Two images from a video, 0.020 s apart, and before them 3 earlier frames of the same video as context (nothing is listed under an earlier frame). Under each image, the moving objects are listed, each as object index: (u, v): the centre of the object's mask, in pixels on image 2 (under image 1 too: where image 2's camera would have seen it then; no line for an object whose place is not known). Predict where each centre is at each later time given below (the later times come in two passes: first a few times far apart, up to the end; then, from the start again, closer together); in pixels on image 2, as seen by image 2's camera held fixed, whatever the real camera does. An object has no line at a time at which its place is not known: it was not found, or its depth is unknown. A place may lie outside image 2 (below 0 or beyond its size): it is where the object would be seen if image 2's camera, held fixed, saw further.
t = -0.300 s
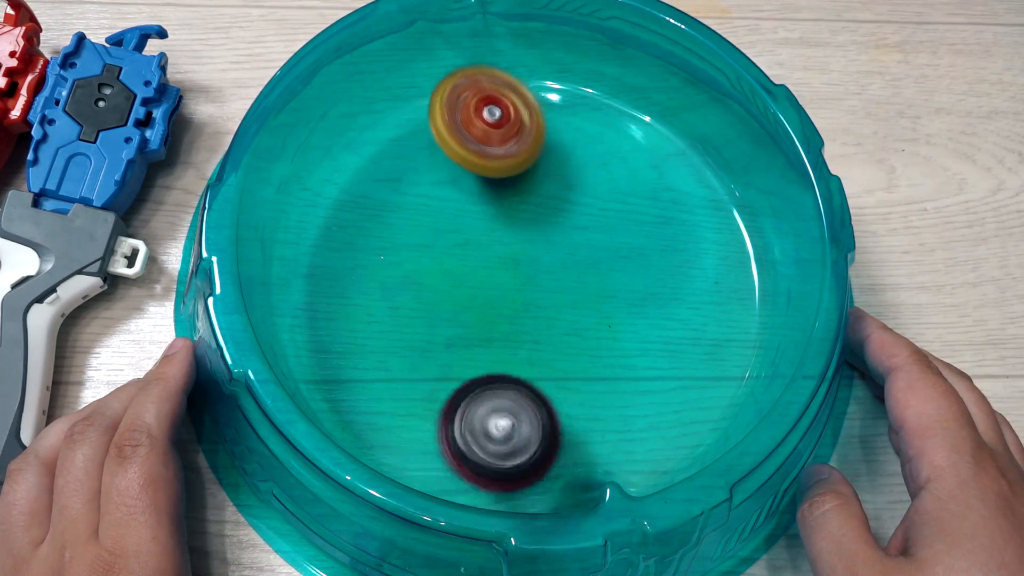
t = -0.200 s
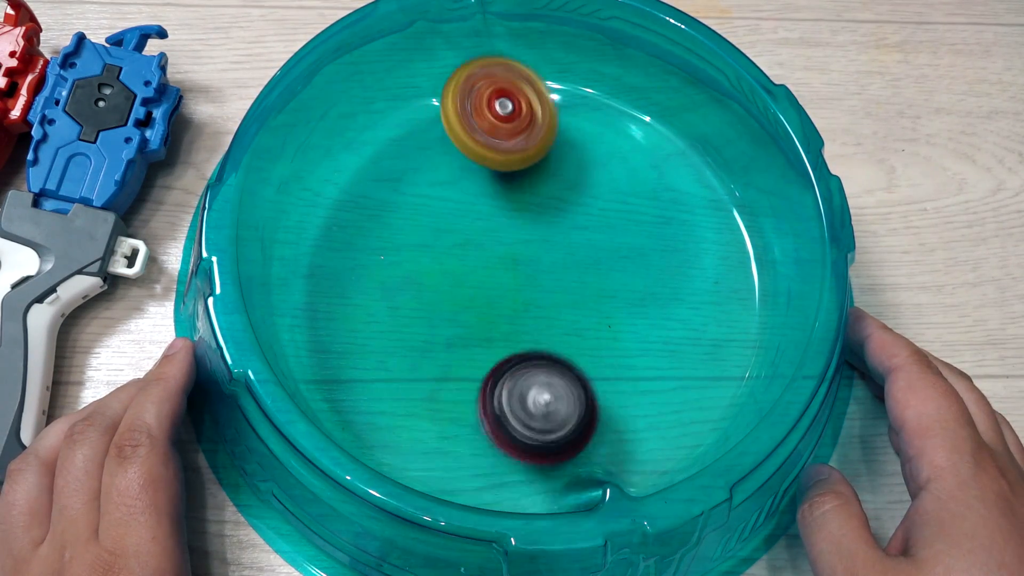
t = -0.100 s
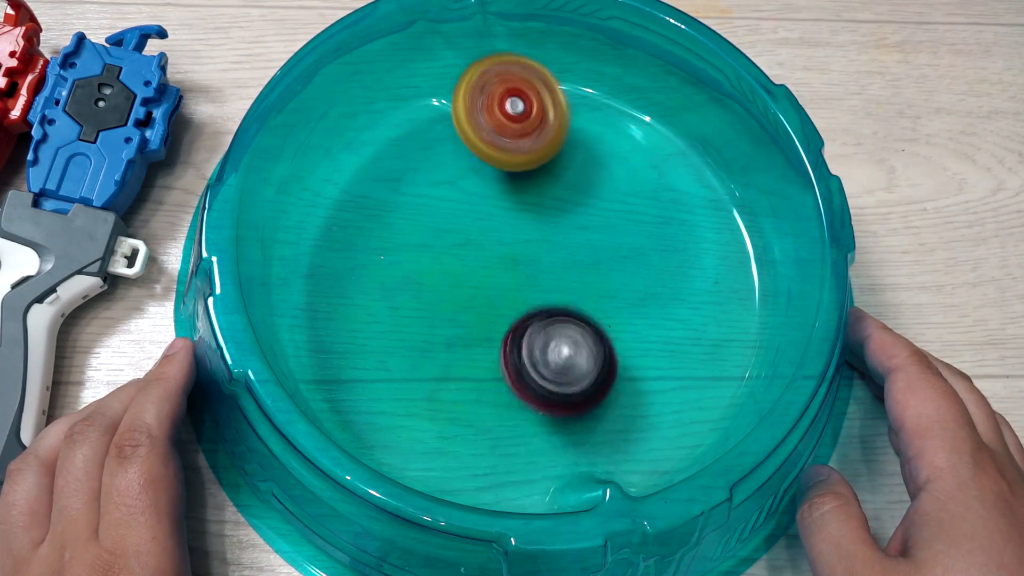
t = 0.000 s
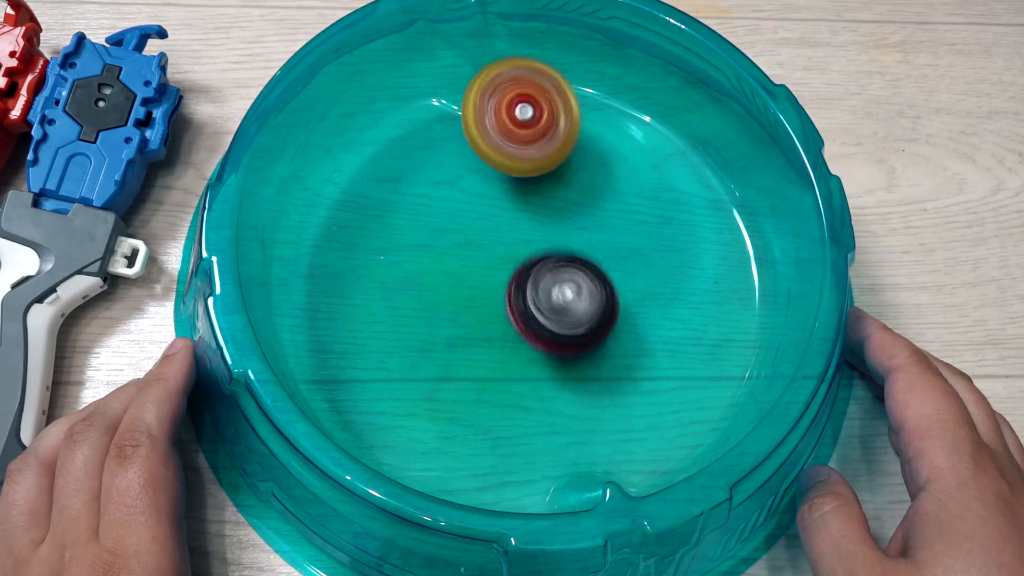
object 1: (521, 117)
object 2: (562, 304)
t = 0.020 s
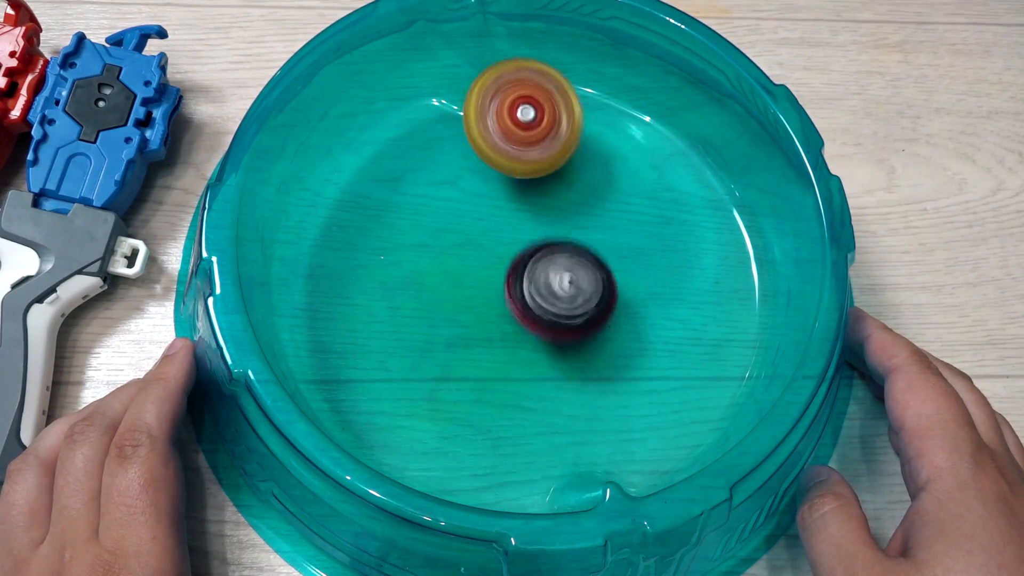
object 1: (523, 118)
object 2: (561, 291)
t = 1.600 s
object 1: (368, 174)
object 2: (719, 204)
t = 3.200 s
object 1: (541, 195)
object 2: (484, 383)
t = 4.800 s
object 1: (485, 214)
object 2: (539, 309)
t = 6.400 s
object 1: (510, 274)
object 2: (407, 260)
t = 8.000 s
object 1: (546, 245)
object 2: (459, 189)
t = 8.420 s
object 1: (524, 242)
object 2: (453, 186)
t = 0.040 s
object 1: (525, 120)
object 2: (558, 280)
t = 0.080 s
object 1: (528, 123)
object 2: (554, 257)
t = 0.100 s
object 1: (530, 125)
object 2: (551, 246)
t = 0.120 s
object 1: (532, 126)
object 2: (548, 236)
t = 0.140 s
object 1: (536, 117)
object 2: (543, 242)
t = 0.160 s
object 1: (540, 107)
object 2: (536, 250)
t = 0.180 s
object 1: (544, 97)
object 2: (530, 259)
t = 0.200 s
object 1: (547, 90)
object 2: (525, 265)
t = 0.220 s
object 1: (550, 82)
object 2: (518, 269)
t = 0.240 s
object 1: (550, 83)
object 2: (513, 274)
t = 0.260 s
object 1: (550, 88)
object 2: (507, 276)
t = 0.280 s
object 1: (550, 95)
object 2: (501, 279)
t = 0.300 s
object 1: (549, 102)
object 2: (498, 280)
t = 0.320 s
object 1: (548, 110)
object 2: (494, 279)
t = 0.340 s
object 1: (548, 118)
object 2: (491, 279)
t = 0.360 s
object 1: (548, 126)
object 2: (489, 276)
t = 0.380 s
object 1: (547, 134)
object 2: (488, 274)
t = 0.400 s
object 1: (547, 142)
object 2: (488, 270)
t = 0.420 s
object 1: (546, 150)
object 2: (487, 266)
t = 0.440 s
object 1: (546, 159)
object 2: (487, 261)
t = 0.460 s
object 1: (552, 160)
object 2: (467, 267)
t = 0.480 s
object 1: (569, 150)
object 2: (438, 290)
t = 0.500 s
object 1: (585, 140)
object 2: (405, 314)
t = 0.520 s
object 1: (600, 135)
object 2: (373, 338)
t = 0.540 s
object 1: (613, 128)
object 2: (350, 357)
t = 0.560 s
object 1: (626, 123)
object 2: (357, 358)
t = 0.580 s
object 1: (638, 117)
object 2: (375, 358)
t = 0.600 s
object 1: (645, 117)
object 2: (393, 363)
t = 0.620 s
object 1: (644, 126)
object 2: (411, 361)
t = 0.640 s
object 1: (644, 132)
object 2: (425, 360)
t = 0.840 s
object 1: (602, 212)
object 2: (573, 342)
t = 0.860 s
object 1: (596, 218)
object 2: (585, 338)
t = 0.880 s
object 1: (590, 224)
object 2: (597, 331)
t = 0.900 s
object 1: (584, 227)
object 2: (608, 330)
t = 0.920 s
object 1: (579, 227)
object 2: (619, 330)
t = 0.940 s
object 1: (574, 228)
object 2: (628, 330)
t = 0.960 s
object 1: (569, 228)
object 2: (638, 327)
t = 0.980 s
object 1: (564, 229)
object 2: (644, 326)
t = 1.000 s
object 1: (559, 230)
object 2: (651, 321)
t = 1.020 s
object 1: (555, 231)
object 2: (655, 319)
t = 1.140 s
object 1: (527, 234)
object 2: (677, 294)
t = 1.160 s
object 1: (523, 234)
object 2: (682, 289)
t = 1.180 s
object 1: (518, 234)
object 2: (685, 284)
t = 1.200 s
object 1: (514, 233)
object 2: (689, 278)
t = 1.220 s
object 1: (510, 232)
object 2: (691, 271)
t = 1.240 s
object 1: (507, 231)
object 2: (693, 264)
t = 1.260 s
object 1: (503, 229)
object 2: (693, 257)
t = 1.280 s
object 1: (500, 227)
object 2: (693, 250)
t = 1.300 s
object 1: (497, 225)
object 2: (691, 243)
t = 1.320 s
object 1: (495, 224)
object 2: (688, 236)
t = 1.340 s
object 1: (492, 221)
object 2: (682, 229)
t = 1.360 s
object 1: (490, 219)
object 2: (677, 222)
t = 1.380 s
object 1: (488, 218)
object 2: (670, 215)
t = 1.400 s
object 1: (487, 215)
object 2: (663, 209)
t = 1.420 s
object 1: (486, 213)
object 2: (654, 205)
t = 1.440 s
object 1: (485, 210)
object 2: (645, 200)
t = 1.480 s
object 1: (484, 206)
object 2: (626, 194)
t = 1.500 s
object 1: (484, 203)
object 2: (615, 193)
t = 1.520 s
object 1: (484, 201)
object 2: (604, 190)
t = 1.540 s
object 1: (471, 198)
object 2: (613, 192)
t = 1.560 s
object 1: (433, 189)
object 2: (655, 193)
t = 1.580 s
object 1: (401, 179)
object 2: (698, 198)
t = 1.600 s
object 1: (368, 174)
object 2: (719, 204)
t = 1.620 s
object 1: (340, 172)
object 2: (717, 222)
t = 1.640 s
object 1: (343, 183)
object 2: (712, 237)
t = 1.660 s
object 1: (355, 200)
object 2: (710, 250)
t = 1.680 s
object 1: (369, 219)
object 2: (703, 268)
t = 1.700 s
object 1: (383, 237)
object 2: (696, 284)
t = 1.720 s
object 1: (399, 247)
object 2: (688, 299)
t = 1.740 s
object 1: (415, 263)
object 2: (681, 312)
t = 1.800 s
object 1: (469, 308)
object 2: (653, 350)
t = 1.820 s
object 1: (489, 323)
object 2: (641, 360)
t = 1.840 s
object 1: (508, 333)
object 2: (632, 371)
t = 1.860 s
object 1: (512, 336)
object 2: (644, 390)
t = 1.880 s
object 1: (509, 336)
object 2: (665, 409)
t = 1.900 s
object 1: (507, 334)
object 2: (666, 403)
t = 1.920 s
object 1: (506, 333)
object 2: (659, 399)
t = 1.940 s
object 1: (504, 332)
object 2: (656, 395)
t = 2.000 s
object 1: (503, 327)
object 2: (629, 370)
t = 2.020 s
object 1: (504, 325)
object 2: (617, 365)
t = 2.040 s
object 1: (501, 322)
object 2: (614, 361)
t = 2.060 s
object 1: (499, 317)
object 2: (611, 351)
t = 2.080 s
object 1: (493, 312)
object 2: (610, 345)
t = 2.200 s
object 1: (476, 283)
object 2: (589, 303)
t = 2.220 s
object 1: (475, 278)
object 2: (587, 297)
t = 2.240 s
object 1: (473, 274)
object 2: (584, 293)
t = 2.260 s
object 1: (469, 270)
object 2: (584, 287)
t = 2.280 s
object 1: (466, 266)
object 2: (584, 281)
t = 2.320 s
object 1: (461, 258)
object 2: (583, 274)
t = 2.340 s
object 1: (460, 254)
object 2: (582, 268)
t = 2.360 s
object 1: (458, 251)
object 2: (584, 264)
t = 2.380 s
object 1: (458, 248)
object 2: (584, 262)
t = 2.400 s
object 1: (458, 245)
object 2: (583, 259)
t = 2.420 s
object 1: (458, 242)
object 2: (583, 255)
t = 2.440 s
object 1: (459, 240)
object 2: (586, 253)
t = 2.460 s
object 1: (460, 238)
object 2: (587, 253)
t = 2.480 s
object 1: (462, 237)
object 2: (587, 252)
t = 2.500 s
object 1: (462, 235)
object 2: (589, 252)
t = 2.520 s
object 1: (465, 234)
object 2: (591, 254)
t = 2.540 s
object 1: (466, 233)
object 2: (591, 257)
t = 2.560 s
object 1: (468, 233)
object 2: (591, 260)
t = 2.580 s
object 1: (469, 231)
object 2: (592, 262)
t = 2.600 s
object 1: (471, 231)
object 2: (591, 268)
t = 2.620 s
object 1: (473, 231)
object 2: (589, 272)
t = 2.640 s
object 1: (474, 230)
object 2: (588, 276)
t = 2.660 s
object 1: (476, 231)
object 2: (588, 280)
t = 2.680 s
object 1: (477, 230)
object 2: (587, 286)
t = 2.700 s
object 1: (479, 231)
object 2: (584, 290)
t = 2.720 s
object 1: (481, 230)
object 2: (583, 293)
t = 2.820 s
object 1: (488, 230)
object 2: (571, 313)
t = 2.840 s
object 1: (490, 230)
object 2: (567, 317)
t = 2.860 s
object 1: (492, 229)
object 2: (563, 319)
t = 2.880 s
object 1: (494, 229)
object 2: (561, 321)
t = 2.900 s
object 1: (496, 227)
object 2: (558, 325)
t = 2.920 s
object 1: (497, 228)
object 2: (553, 328)
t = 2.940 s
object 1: (500, 227)
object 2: (549, 329)
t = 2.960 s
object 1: (501, 227)
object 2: (547, 330)
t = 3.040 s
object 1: (510, 225)
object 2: (531, 336)
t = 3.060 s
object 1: (512, 226)
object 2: (527, 338)
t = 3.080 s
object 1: (514, 226)
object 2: (522, 338)
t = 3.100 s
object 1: (516, 225)
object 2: (516, 346)
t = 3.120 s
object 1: (522, 217)
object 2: (509, 358)
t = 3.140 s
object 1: (527, 209)
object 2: (501, 367)
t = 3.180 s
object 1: (535, 203)
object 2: (489, 379)
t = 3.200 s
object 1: (541, 195)
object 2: (484, 383)
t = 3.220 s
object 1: (545, 192)
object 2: (479, 387)
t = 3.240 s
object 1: (548, 190)
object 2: (474, 388)
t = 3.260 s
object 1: (551, 184)
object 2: (472, 388)
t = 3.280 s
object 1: (555, 183)
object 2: (470, 388)
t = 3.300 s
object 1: (555, 180)
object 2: (467, 388)
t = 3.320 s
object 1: (559, 177)
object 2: (464, 386)
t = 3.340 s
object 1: (559, 176)
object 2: (462, 384)
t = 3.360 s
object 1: (560, 174)
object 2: (460, 382)
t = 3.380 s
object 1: (559, 173)
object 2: (458, 379)
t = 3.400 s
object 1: (559, 172)
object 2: (455, 375)
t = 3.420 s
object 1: (558, 172)
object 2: (454, 370)
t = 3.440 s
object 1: (559, 171)
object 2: (455, 365)
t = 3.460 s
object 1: (557, 171)
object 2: (455, 359)
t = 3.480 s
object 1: (558, 171)
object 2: (456, 353)
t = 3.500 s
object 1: (556, 171)
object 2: (458, 347)
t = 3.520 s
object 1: (556, 172)
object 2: (461, 342)
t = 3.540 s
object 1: (554, 173)
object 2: (464, 337)
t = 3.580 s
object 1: (552, 174)
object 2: (471, 326)
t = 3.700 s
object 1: (542, 178)
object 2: (495, 301)
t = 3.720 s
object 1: (540, 178)
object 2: (499, 296)
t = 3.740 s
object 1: (537, 178)
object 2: (503, 291)
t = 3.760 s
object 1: (535, 179)
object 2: (509, 288)
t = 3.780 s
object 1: (532, 179)
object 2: (513, 287)
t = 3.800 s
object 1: (530, 180)
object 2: (517, 285)
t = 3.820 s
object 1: (528, 180)
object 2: (521, 284)
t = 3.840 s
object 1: (525, 180)
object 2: (525, 284)
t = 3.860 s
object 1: (524, 180)
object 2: (529, 286)
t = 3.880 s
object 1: (522, 180)
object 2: (533, 289)
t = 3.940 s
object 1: (517, 178)
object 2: (542, 299)
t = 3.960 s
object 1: (515, 179)
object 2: (545, 304)
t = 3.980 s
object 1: (514, 178)
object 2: (547, 307)
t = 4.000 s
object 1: (513, 180)
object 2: (549, 310)
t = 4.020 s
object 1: (513, 180)
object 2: (552, 313)
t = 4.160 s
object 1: (509, 193)
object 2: (567, 334)
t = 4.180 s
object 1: (508, 194)
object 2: (569, 336)
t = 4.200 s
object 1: (508, 197)
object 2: (569, 338)
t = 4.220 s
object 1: (507, 198)
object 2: (570, 339)
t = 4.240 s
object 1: (506, 201)
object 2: (571, 339)
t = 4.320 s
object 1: (501, 208)
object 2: (573, 341)
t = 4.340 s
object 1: (500, 209)
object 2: (574, 340)
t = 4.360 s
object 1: (499, 211)
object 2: (575, 340)
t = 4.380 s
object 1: (498, 211)
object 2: (574, 340)
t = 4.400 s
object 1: (497, 213)
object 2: (573, 338)
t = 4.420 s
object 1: (496, 214)
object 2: (573, 336)
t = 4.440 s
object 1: (496, 215)
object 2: (573, 334)
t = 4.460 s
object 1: (494, 216)
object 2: (571, 333)
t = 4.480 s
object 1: (494, 217)
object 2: (569, 330)
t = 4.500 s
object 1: (493, 219)
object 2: (568, 327)
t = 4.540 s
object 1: (492, 221)
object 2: (564, 322)
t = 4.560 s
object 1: (493, 222)
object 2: (560, 319)
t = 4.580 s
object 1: (491, 223)
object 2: (558, 316)
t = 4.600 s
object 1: (492, 222)
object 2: (556, 315)
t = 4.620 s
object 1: (489, 222)
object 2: (555, 316)
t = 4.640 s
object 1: (488, 219)
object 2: (555, 317)
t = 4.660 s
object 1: (487, 219)
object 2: (553, 318)
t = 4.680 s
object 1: (486, 217)
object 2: (551, 317)
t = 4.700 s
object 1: (485, 217)
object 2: (549, 316)
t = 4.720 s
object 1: (484, 216)
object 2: (548, 315)
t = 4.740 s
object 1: (484, 216)
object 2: (546, 314)
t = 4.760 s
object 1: (484, 215)
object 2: (544, 312)
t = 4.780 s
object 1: (485, 215)
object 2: (541, 310)
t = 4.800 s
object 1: (485, 214)
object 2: (539, 309)
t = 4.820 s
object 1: (486, 215)
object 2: (536, 307)
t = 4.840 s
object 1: (486, 214)
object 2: (534, 305)
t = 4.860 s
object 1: (488, 213)
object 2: (531, 304)
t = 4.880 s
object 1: (489, 212)
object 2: (528, 304)
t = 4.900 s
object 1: (492, 210)
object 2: (524, 306)
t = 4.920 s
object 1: (493, 205)
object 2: (520, 311)
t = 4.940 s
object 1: (496, 200)
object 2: (516, 316)
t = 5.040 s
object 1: (501, 180)
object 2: (501, 329)
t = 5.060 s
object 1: (502, 177)
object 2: (499, 330)
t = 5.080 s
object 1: (503, 176)
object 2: (497, 331)
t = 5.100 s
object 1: (503, 172)
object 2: (493, 331)
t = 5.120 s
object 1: (505, 171)
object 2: (489, 331)
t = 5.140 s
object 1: (505, 170)
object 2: (486, 330)
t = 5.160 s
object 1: (506, 168)
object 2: (482, 329)
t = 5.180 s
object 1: (508, 168)
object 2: (480, 328)
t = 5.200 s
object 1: (509, 166)
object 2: (478, 327)
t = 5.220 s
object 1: (511, 167)
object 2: (477, 326)
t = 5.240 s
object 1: (512, 166)
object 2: (476, 325)
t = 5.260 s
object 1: (514, 167)
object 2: (475, 324)
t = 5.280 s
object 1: (515, 167)
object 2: (474, 322)
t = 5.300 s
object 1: (517, 167)
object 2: (473, 319)
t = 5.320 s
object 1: (518, 169)
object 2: (473, 316)
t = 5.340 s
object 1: (520, 168)
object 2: (474, 312)
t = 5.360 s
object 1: (522, 170)
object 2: (475, 310)
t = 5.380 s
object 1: (524, 170)
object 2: (477, 307)
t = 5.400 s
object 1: (526, 172)
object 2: (479, 305)
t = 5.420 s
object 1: (527, 174)
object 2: (480, 303)
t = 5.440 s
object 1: (529, 175)
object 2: (482, 300)
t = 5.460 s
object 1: (531, 179)
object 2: (484, 297)
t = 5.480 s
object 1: (532, 179)
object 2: (488, 293)
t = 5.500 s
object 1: (534, 183)
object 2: (492, 291)
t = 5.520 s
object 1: (534, 184)
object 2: (496, 289)
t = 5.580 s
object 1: (539, 189)
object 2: (506, 287)
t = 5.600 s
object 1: (541, 191)
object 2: (509, 288)
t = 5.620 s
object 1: (542, 192)
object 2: (510, 289)
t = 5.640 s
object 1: (545, 194)
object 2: (510, 289)
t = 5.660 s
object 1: (545, 196)
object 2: (510, 289)
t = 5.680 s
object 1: (548, 198)
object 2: (507, 289)
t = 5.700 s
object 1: (552, 204)
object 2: (501, 292)
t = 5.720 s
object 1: (556, 209)
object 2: (494, 294)
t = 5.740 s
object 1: (565, 213)
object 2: (480, 296)
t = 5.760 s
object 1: (577, 218)
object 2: (465, 301)
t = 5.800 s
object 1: (597, 226)
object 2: (439, 309)
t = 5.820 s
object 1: (606, 231)
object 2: (427, 315)
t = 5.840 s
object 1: (615, 235)
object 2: (417, 322)
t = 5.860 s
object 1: (623, 242)
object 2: (405, 327)
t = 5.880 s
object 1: (630, 248)
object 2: (398, 332)
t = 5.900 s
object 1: (636, 254)
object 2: (388, 337)
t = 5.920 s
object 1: (639, 260)
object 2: (379, 342)
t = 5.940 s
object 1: (642, 264)
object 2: (369, 344)
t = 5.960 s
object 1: (645, 269)
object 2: (362, 343)
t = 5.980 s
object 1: (645, 273)
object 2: (358, 344)
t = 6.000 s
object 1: (644, 275)
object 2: (351, 343)
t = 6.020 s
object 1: (643, 278)
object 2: (346, 340)
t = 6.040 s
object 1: (640, 281)
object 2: (342, 336)
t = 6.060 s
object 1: (637, 282)
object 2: (340, 332)
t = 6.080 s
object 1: (633, 284)
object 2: (336, 328)
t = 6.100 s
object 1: (628, 286)
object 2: (333, 324)
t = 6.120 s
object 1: (623, 286)
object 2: (331, 316)
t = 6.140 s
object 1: (616, 288)
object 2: (331, 310)
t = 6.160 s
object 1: (608, 288)
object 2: (333, 305)
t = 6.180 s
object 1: (602, 288)
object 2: (336, 300)
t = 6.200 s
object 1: (593, 288)
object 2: (339, 294)
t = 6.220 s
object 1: (584, 288)
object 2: (344, 290)
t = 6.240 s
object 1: (576, 287)
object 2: (349, 286)
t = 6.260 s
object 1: (565, 286)
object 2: (355, 282)
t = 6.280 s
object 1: (556, 285)
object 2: (362, 278)
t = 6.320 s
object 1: (537, 283)
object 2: (380, 272)
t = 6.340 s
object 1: (528, 280)
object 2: (389, 269)
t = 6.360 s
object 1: (520, 278)
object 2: (397, 266)
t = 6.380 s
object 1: (513, 276)
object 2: (402, 263)
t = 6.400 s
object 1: (510, 274)
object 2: (407, 260)
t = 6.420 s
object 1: (512, 275)
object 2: (403, 249)
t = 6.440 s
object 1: (511, 273)
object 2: (402, 246)
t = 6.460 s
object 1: (512, 273)
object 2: (398, 242)
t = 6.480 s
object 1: (514, 272)
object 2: (395, 232)
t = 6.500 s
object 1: (515, 270)
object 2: (395, 228)
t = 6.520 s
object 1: (515, 269)
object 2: (396, 225)
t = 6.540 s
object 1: (516, 267)
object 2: (395, 222)
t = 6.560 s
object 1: (516, 265)
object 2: (397, 221)
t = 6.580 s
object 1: (517, 263)
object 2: (399, 220)
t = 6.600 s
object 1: (518, 260)
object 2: (402, 221)
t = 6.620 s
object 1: (518, 259)
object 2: (403, 223)
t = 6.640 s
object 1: (519, 255)
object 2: (404, 225)
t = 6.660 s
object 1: (520, 253)
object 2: (405, 227)
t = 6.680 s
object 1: (521, 251)
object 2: (405, 229)
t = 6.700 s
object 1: (521, 247)
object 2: (406, 231)
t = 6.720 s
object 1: (523, 245)
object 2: (408, 232)
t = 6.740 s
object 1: (523, 244)
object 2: (409, 234)
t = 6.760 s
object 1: (523, 242)
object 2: (411, 234)
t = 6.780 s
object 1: (524, 241)
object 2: (413, 234)
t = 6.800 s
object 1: (525, 242)
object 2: (415, 234)
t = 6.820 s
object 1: (524, 241)
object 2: (416, 232)
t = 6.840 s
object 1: (526, 241)
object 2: (419, 230)
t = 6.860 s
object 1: (527, 242)
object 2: (422, 227)
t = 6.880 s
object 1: (527, 243)
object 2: (426, 224)
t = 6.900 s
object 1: (528, 242)
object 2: (430, 221)
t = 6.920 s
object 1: (528, 243)
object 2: (435, 218)
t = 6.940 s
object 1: (528, 244)
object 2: (439, 214)
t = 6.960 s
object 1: (529, 245)
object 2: (442, 208)
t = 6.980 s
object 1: (531, 247)
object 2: (445, 204)
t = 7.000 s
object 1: (532, 249)
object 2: (448, 200)
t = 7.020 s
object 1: (533, 250)
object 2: (449, 197)
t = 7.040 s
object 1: (535, 252)
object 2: (450, 194)
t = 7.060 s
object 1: (536, 255)
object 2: (451, 192)
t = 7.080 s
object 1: (535, 257)
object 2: (452, 190)
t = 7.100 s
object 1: (536, 258)
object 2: (452, 189)
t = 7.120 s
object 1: (537, 261)
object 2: (452, 188)
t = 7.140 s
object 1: (536, 263)
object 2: (452, 187)
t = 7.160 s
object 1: (536, 265)
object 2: (452, 187)
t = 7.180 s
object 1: (535, 267)
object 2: (452, 186)
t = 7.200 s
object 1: (534, 270)
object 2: (452, 187)
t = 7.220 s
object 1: (532, 272)
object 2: (452, 187)
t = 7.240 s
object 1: (532, 273)
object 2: (453, 188)
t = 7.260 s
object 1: (530, 276)
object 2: (453, 189)
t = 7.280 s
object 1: (527, 278)
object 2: (453, 191)
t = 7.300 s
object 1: (525, 279)
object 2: (454, 193)
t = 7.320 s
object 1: (524, 281)
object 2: (454, 195)
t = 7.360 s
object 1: (519, 283)
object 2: (455, 200)
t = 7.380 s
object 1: (518, 284)
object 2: (455, 203)
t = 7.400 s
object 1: (515, 285)
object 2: (455, 206)
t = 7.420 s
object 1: (513, 285)
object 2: (454, 208)
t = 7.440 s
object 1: (512, 284)
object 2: (453, 211)
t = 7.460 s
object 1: (511, 284)
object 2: (451, 214)
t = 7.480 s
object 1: (509, 283)
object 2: (448, 216)
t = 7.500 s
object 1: (509, 283)
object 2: (446, 217)
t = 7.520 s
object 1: (510, 283)
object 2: (445, 218)
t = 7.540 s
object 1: (511, 284)
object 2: (444, 219)
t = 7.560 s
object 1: (511, 283)
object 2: (445, 218)
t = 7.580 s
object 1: (512, 282)
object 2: (447, 217)
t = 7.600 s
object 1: (514, 282)
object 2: (449, 216)
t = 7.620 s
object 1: (513, 281)
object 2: (451, 213)
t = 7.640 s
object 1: (514, 280)
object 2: (453, 211)
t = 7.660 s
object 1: (515, 277)
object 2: (454, 208)
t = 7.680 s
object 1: (515, 277)
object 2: (456, 206)
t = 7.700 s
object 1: (515, 273)
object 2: (457, 203)
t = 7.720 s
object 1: (515, 271)
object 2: (457, 201)
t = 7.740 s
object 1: (517, 270)
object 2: (458, 199)
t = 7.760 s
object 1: (519, 271)
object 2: (458, 195)
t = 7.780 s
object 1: (521, 269)
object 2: (458, 191)
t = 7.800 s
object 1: (524, 268)
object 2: (459, 189)
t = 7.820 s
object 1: (527, 268)
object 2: (460, 188)
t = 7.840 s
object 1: (530, 265)
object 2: (460, 186)
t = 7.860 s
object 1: (532, 261)
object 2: (460, 185)
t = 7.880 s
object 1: (535, 259)
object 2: (461, 185)
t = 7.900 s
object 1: (539, 255)
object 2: (461, 185)
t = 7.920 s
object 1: (541, 253)
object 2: (461, 186)
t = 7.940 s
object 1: (542, 250)
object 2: (460, 186)
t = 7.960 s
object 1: (544, 247)
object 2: (460, 187)
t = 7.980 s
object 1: (546, 245)
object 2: (460, 188)
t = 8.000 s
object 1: (546, 245)
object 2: (459, 189)
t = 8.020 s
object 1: (546, 242)
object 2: (458, 189)
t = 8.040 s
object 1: (547, 240)
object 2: (458, 191)
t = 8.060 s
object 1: (547, 240)
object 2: (458, 192)
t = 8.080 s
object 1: (546, 239)
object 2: (457, 193)
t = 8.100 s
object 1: (545, 238)
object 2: (456, 194)
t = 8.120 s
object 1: (544, 237)
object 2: (456, 194)
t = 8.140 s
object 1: (543, 236)
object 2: (456, 194)
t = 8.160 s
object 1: (541, 235)
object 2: (455, 195)
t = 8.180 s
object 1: (540, 235)
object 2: (454, 194)
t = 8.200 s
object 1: (540, 234)
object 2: (454, 193)
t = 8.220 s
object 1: (540, 236)
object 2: (454, 192)
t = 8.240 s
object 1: (539, 236)
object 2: (455, 191)
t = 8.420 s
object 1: (524, 242)
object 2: (453, 186)
